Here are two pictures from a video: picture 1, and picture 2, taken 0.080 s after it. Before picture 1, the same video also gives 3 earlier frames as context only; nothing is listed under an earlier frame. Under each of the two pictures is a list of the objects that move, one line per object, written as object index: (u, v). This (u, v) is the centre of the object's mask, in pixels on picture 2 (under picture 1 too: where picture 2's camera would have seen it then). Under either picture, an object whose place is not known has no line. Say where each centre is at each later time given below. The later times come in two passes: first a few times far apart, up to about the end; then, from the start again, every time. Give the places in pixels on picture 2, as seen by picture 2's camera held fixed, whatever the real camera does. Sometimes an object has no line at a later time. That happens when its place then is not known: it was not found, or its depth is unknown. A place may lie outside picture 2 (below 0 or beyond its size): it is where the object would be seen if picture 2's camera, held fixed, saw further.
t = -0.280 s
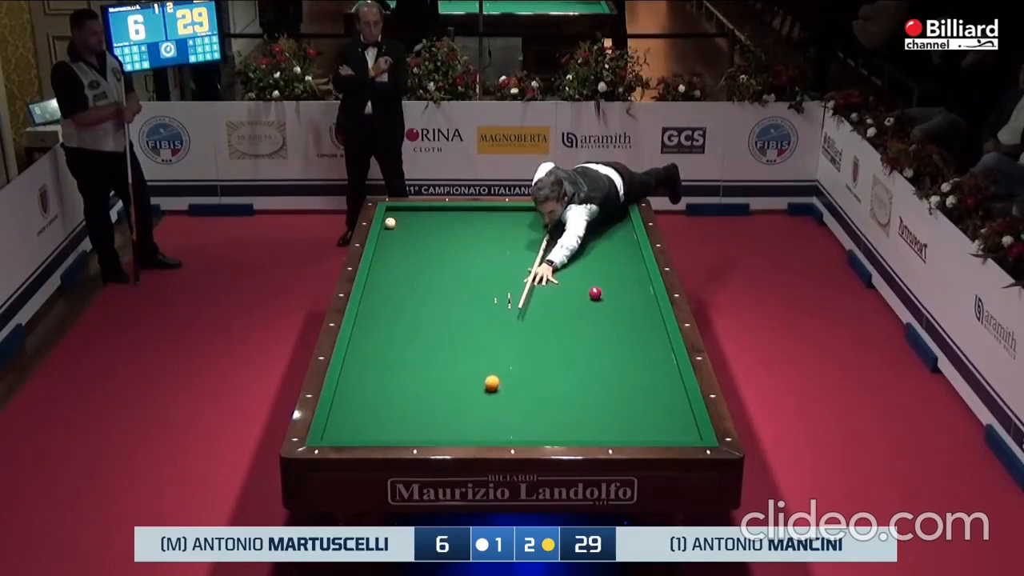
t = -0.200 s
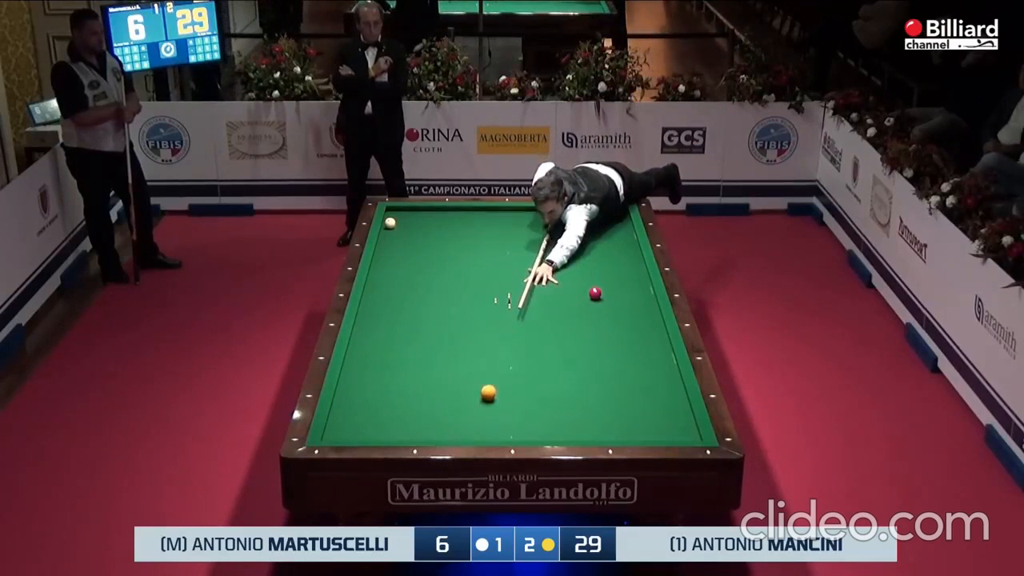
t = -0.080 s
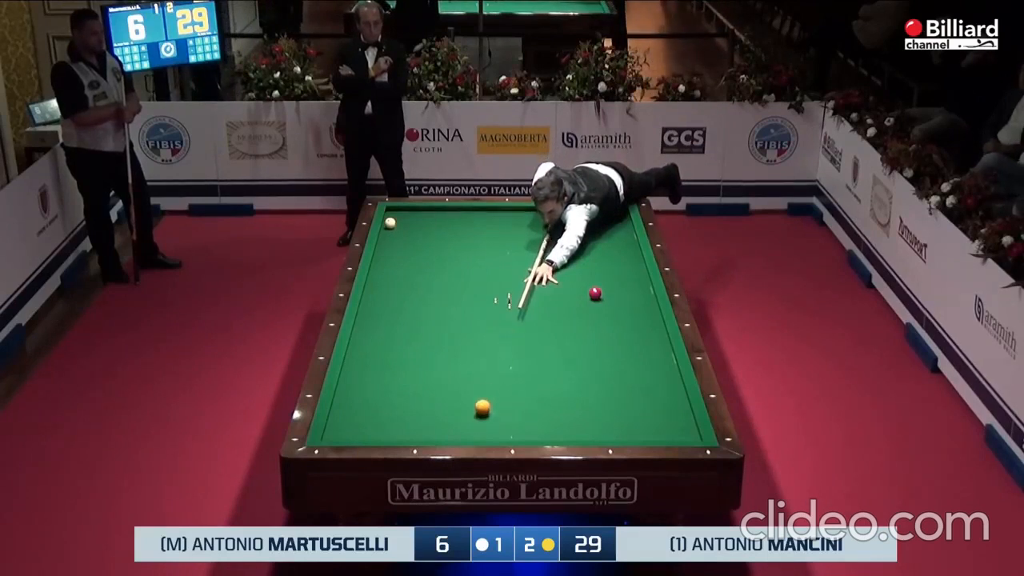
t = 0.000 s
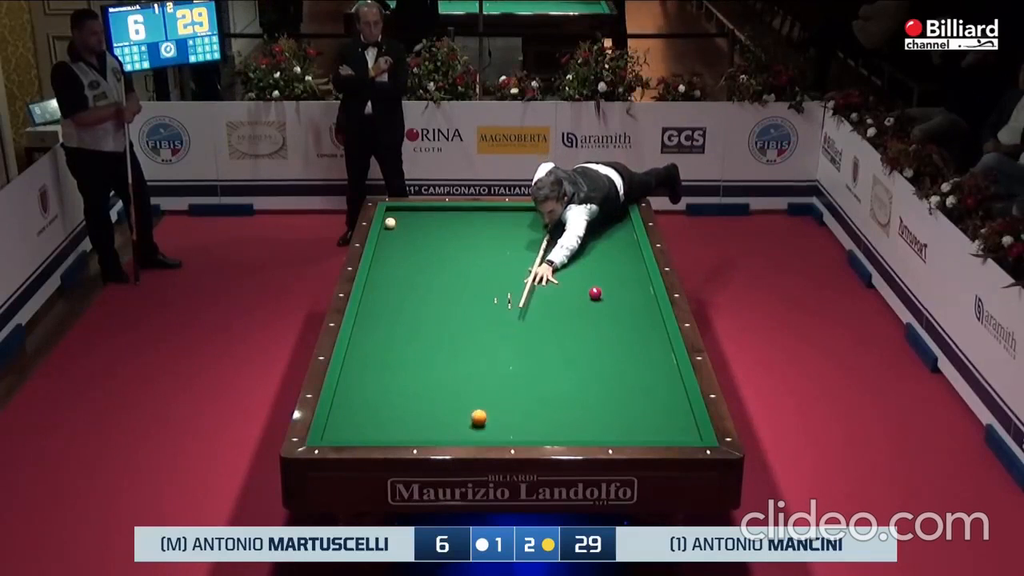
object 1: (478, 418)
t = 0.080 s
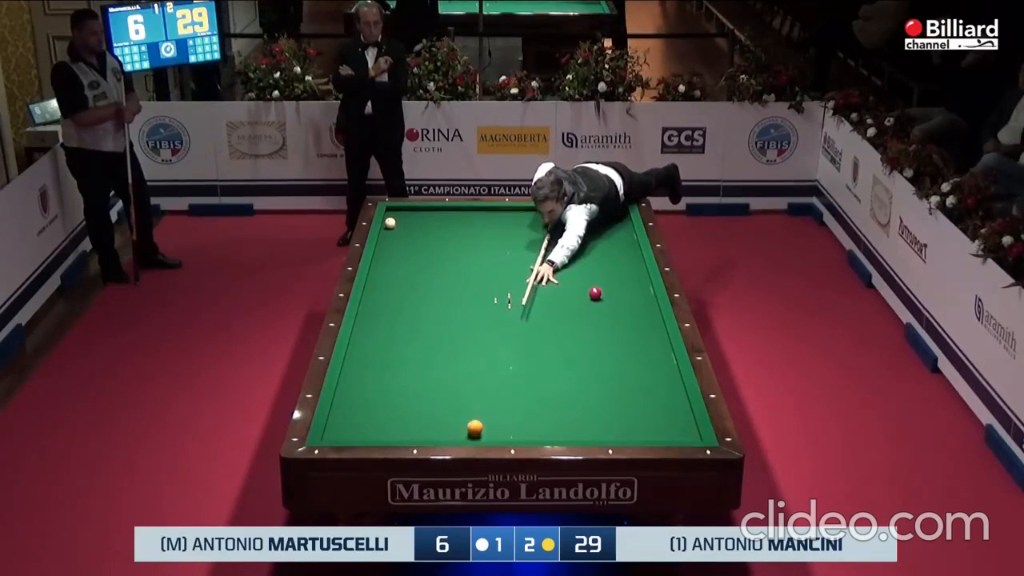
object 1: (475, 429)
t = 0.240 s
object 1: (469, 431)
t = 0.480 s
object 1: (463, 413)
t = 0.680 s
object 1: (459, 398)
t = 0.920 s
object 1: (454, 382)
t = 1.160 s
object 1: (450, 368)
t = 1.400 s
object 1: (446, 354)
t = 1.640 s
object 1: (442, 341)
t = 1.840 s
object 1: (439, 332)
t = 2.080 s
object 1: (436, 320)
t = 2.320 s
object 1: (433, 310)
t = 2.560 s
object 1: (431, 300)
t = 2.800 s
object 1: (428, 290)
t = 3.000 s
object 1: (426, 283)
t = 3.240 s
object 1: (424, 275)
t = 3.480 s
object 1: (422, 267)
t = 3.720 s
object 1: (420, 259)
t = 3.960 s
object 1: (418, 252)
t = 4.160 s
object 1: (417, 247)
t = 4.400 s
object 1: (415, 240)
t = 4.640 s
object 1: (413, 234)
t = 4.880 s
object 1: (412, 229)
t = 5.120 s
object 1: (410, 223)
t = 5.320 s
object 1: (409, 219)
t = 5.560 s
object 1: (408, 214)
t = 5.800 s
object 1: (406, 210)
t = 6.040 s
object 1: (404, 210)
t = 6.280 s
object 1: (402, 213)
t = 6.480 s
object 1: (401, 215)
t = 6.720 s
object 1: (399, 217)
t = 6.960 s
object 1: (398, 219)
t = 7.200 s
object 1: (397, 220)
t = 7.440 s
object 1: (397, 221)
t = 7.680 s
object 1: (397, 221)
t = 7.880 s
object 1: (398, 221)
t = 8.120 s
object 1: (398, 222)
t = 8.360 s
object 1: (398, 222)
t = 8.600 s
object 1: (398, 222)
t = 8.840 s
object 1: (398, 222)
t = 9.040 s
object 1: (398, 222)
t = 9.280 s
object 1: (398, 222)
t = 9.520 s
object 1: (398, 222)
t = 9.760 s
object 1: (398, 222)
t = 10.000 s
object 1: (398, 222)
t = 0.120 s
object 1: (472, 432)
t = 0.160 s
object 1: (470, 436)
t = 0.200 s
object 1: (470, 434)
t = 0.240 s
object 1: (469, 431)
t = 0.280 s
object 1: (467, 428)
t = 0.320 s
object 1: (467, 424)
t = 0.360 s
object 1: (466, 421)
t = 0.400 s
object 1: (465, 419)
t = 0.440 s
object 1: (464, 416)
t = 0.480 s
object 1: (463, 413)
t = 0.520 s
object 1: (462, 410)
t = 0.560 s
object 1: (461, 407)
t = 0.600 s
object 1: (461, 404)
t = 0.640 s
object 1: (460, 401)
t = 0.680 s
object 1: (459, 398)
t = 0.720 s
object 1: (458, 396)
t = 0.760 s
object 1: (457, 393)
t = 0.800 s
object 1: (456, 390)
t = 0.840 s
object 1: (456, 388)
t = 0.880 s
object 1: (455, 385)
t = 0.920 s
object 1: (454, 382)
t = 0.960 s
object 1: (454, 380)
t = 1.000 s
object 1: (453, 378)
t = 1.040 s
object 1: (452, 375)
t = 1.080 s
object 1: (452, 373)
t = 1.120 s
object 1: (451, 370)
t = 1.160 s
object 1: (450, 368)
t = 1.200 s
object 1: (450, 366)
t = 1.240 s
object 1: (449, 363)
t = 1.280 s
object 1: (448, 361)
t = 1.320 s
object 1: (447, 359)
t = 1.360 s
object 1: (447, 356)
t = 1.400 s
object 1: (446, 354)
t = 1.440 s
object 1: (445, 352)
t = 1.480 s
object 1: (445, 350)
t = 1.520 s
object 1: (444, 348)
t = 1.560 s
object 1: (443, 345)
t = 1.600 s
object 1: (443, 343)
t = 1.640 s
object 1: (442, 341)
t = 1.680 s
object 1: (442, 339)
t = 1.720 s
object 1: (441, 337)
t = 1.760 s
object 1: (441, 336)
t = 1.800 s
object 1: (440, 333)
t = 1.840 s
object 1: (439, 332)
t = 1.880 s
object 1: (439, 329)
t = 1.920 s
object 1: (438, 328)
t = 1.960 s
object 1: (438, 326)
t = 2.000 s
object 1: (437, 324)
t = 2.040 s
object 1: (437, 322)
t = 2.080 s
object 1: (436, 320)
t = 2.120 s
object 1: (436, 318)
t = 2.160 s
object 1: (436, 317)
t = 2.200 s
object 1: (435, 315)
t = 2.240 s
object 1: (434, 313)
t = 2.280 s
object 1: (434, 311)
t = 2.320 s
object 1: (433, 310)
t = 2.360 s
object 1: (433, 308)
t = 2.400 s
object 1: (432, 306)
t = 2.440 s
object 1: (432, 305)
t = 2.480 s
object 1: (432, 303)
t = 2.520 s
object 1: (431, 301)
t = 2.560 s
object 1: (431, 300)
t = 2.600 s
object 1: (430, 298)
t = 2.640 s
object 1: (430, 297)
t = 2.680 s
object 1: (429, 295)
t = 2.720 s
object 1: (429, 293)
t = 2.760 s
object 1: (429, 292)
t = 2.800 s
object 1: (428, 290)
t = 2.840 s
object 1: (428, 289)
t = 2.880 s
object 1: (427, 287)
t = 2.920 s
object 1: (427, 286)
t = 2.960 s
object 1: (427, 284)
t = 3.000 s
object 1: (426, 283)
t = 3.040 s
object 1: (426, 282)
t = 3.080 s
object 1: (426, 280)
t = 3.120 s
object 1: (425, 279)
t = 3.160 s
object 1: (425, 277)
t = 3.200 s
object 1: (425, 276)
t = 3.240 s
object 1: (424, 275)
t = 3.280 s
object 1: (424, 274)
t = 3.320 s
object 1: (423, 272)
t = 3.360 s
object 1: (423, 271)
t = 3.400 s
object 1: (423, 269)
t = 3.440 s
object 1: (422, 268)
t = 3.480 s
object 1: (422, 267)
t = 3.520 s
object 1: (422, 266)
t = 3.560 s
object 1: (421, 264)
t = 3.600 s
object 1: (421, 263)
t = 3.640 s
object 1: (421, 262)
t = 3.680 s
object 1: (420, 261)
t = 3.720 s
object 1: (420, 259)
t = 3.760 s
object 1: (420, 258)
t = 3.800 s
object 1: (420, 257)
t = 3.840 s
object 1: (419, 256)
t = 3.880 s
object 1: (419, 255)
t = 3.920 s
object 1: (419, 253)
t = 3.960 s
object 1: (418, 252)
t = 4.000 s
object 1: (418, 251)
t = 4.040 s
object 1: (418, 250)
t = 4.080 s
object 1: (417, 249)
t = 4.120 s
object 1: (417, 248)
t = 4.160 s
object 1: (417, 247)
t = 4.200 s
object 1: (416, 246)
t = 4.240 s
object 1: (416, 245)
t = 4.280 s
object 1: (416, 244)
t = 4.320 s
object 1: (415, 243)
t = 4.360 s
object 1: (415, 241)
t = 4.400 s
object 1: (415, 240)
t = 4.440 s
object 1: (415, 240)
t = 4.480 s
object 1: (414, 238)
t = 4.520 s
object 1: (414, 237)
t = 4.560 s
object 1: (414, 236)
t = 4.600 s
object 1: (414, 235)
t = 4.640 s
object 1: (413, 234)
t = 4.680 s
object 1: (413, 233)
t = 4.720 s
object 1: (413, 232)
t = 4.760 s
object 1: (413, 232)
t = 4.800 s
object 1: (412, 231)
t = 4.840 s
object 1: (412, 230)
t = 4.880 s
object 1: (412, 229)
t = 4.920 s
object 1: (412, 228)
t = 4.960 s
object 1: (411, 227)
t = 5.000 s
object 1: (411, 226)
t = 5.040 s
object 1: (411, 225)
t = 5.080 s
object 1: (410, 224)
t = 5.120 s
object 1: (410, 223)
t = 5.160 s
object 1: (410, 222)
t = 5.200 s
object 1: (410, 222)
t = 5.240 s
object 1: (409, 221)
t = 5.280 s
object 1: (409, 220)
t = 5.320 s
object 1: (409, 219)
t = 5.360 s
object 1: (409, 218)
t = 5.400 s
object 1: (409, 217)
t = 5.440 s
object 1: (408, 217)
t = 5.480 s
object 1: (408, 216)
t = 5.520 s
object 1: (408, 215)
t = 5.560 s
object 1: (408, 214)
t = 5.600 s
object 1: (408, 213)
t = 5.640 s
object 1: (407, 213)
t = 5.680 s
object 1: (407, 212)
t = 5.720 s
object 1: (406, 211)
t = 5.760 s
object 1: (406, 210)
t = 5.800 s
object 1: (406, 210)
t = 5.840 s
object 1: (406, 209)
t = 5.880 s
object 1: (406, 209)
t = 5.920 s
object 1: (405, 209)
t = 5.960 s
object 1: (405, 210)
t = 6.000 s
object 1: (405, 210)
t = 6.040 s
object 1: (404, 210)
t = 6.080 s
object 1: (404, 211)
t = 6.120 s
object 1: (403, 211)
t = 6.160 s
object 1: (403, 212)
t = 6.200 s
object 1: (403, 212)
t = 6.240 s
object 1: (403, 213)
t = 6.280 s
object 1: (402, 213)
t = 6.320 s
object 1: (402, 213)
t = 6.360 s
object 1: (402, 214)
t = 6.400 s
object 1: (402, 214)
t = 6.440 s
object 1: (401, 214)
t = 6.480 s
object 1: (401, 215)
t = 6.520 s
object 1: (401, 215)
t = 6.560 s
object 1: (400, 215)
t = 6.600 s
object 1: (400, 216)
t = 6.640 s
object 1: (400, 216)
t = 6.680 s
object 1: (400, 217)
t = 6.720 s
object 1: (399, 217)
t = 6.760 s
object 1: (399, 217)
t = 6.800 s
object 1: (399, 217)
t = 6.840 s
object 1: (398, 218)
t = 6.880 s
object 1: (398, 218)
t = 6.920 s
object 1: (398, 218)
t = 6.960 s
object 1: (398, 219)
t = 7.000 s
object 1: (397, 219)
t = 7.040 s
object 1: (397, 219)
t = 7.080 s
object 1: (397, 219)
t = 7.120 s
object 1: (397, 219)
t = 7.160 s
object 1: (397, 220)
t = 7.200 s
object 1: (397, 220)
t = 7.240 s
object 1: (397, 220)
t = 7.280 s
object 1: (397, 220)
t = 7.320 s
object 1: (397, 220)
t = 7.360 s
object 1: (397, 221)
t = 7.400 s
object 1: (397, 221)
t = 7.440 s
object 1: (397, 221)
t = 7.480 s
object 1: (397, 221)
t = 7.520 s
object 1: (397, 221)
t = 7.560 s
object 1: (397, 221)
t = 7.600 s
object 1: (397, 221)
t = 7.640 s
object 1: (397, 221)
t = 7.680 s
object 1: (397, 221)
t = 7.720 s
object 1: (398, 221)
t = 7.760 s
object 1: (398, 221)
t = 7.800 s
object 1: (398, 221)
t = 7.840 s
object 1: (398, 221)
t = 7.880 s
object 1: (398, 221)
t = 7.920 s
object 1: (398, 222)
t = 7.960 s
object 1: (398, 221)
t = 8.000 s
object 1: (398, 221)
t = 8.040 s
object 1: (398, 222)
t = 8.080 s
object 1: (398, 222)
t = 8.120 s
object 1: (398, 222)
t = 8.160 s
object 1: (398, 222)
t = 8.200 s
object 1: (398, 222)
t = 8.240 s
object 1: (398, 222)
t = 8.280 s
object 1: (398, 222)
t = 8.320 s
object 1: (398, 222)
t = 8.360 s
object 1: (398, 222)
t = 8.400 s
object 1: (398, 222)
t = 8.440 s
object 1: (398, 222)
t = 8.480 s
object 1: (398, 222)
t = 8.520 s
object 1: (398, 222)
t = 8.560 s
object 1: (398, 222)
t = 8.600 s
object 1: (398, 222)
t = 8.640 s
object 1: (398, 222)
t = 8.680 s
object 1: (398, 222)
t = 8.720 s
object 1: (398, 222)
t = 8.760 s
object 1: (398, 222)
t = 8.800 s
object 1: (398, 222)
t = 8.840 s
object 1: (398, 222)
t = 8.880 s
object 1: (398, 222)
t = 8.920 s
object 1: (398, 222)
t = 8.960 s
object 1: (398, 222)
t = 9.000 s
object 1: (398, 222)
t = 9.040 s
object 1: (398, 222)
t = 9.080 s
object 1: (398, 222)
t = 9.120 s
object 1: (398, 222)
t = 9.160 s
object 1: (398, 222)
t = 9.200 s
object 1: (398, 222)
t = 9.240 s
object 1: (398, 222)
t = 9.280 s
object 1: (398, 222)
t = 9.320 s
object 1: (398, 222)
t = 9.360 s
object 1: (398, 222)
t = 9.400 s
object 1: (398, 222)
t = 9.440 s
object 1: (398, 222)
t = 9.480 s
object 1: (398, 222)
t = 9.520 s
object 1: (398, 222)
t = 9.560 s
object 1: (398, 222)
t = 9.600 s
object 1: (398, 222)
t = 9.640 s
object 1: (398, 222)
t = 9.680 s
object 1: (398, 222)
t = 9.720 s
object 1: (398, 222)
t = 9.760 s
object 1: (398, 222)
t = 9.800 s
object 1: (398, 222)
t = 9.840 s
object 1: (398, 222)
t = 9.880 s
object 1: (398, 222)
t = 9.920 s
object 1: (398, 222)
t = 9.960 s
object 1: (398, 222)
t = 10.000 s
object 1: (398, 222)
